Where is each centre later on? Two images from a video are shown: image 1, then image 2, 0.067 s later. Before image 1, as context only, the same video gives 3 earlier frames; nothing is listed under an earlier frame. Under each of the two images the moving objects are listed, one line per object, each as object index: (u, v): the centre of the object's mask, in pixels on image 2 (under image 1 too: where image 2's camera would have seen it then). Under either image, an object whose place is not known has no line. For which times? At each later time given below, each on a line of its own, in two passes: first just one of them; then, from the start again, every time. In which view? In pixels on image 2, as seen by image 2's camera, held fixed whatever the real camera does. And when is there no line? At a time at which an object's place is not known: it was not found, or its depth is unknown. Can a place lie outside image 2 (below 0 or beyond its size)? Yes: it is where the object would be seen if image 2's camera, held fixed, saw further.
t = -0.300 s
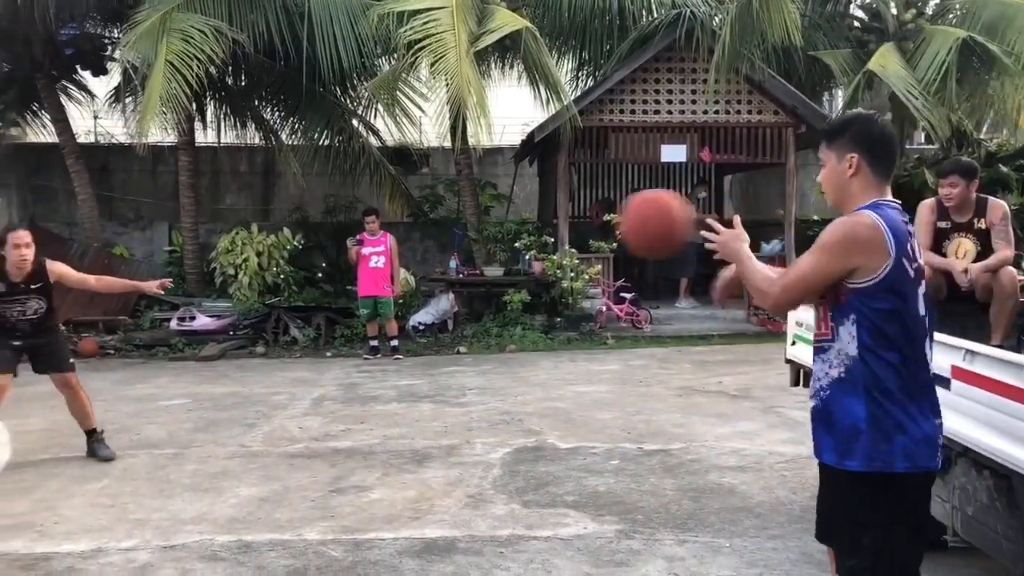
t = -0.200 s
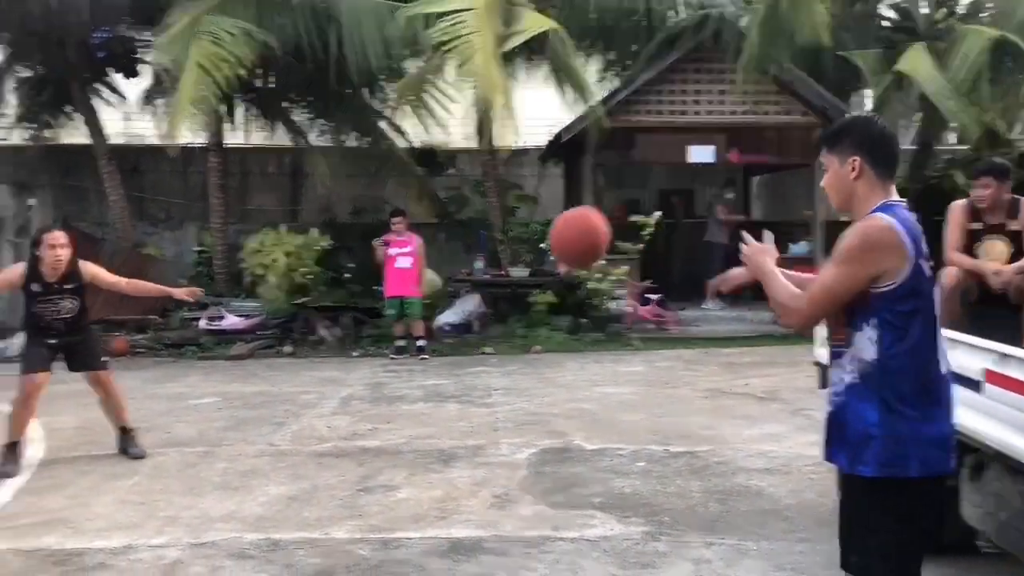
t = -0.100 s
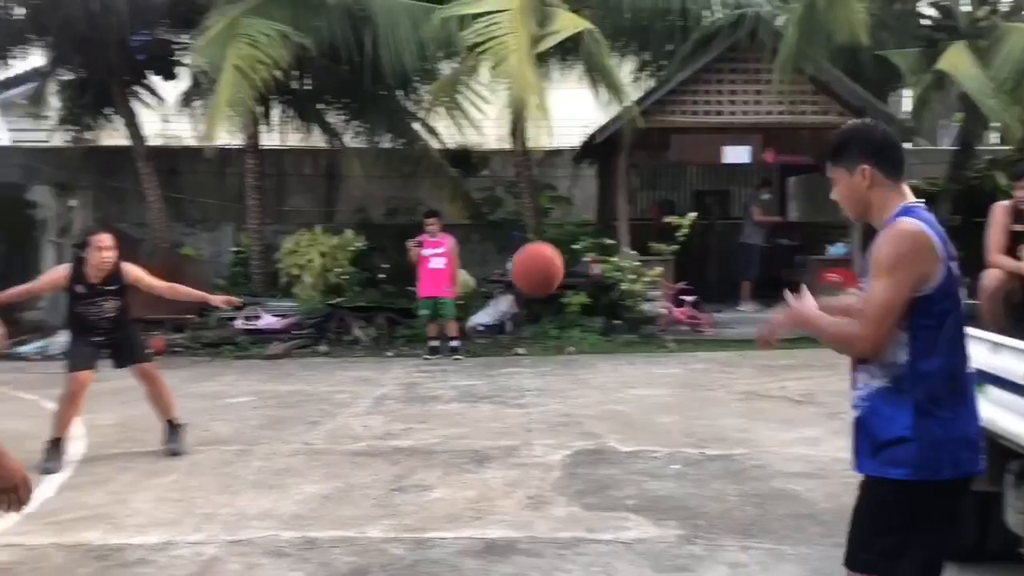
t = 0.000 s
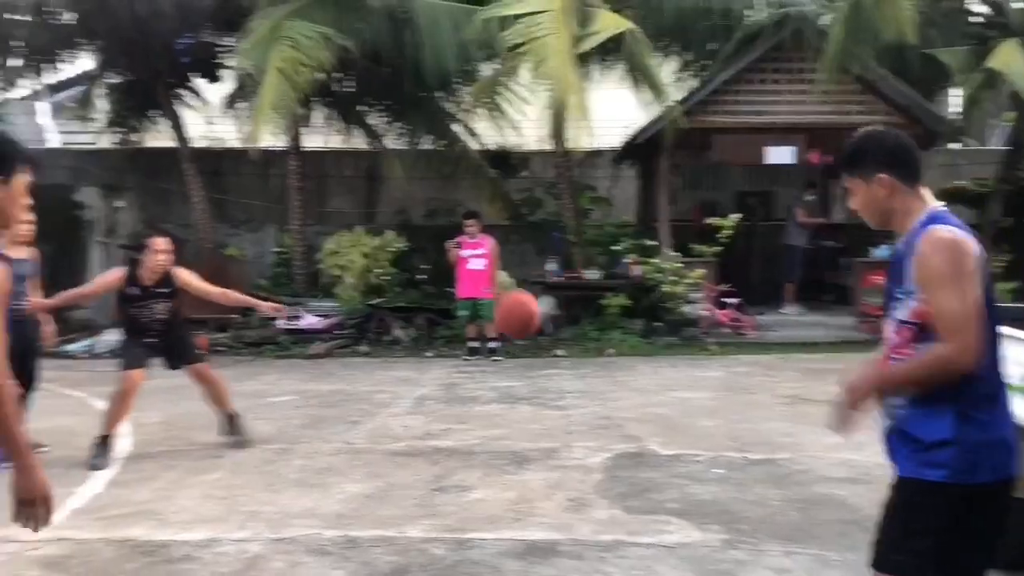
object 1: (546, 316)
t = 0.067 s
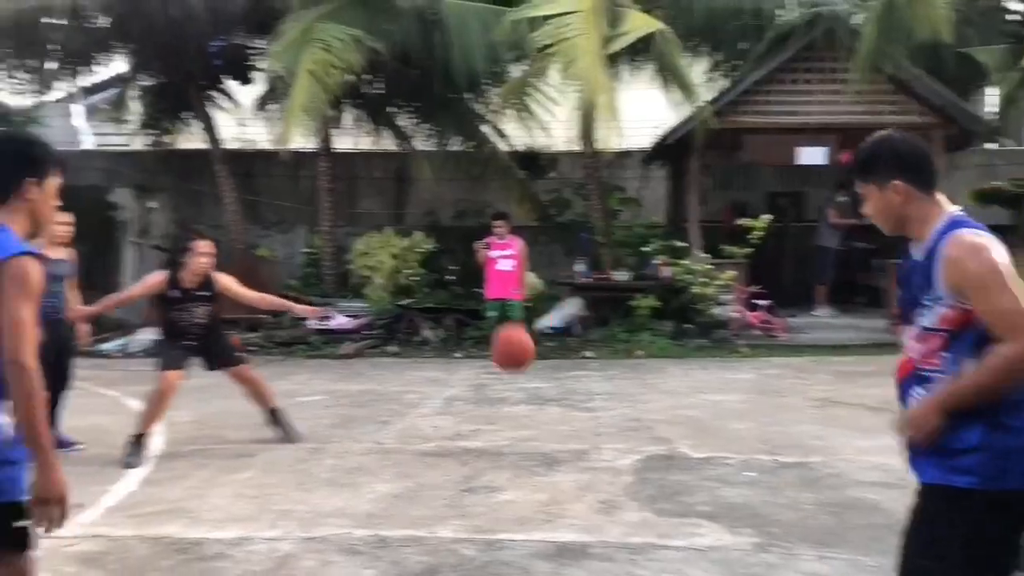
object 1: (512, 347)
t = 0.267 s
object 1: (443, 407)
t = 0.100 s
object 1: (497, 365)
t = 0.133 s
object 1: (483, 386)
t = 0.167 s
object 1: (469, 406)
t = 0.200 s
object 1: (457, 425)
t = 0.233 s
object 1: (447, 431)
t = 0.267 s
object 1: (443, 407)
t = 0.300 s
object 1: (439, 385)
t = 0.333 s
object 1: (434, 363)
